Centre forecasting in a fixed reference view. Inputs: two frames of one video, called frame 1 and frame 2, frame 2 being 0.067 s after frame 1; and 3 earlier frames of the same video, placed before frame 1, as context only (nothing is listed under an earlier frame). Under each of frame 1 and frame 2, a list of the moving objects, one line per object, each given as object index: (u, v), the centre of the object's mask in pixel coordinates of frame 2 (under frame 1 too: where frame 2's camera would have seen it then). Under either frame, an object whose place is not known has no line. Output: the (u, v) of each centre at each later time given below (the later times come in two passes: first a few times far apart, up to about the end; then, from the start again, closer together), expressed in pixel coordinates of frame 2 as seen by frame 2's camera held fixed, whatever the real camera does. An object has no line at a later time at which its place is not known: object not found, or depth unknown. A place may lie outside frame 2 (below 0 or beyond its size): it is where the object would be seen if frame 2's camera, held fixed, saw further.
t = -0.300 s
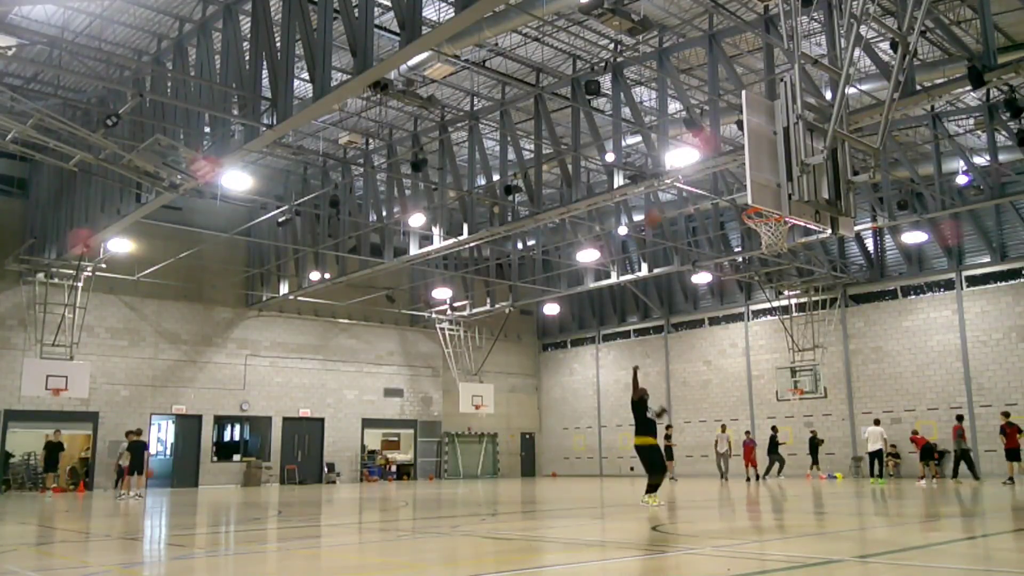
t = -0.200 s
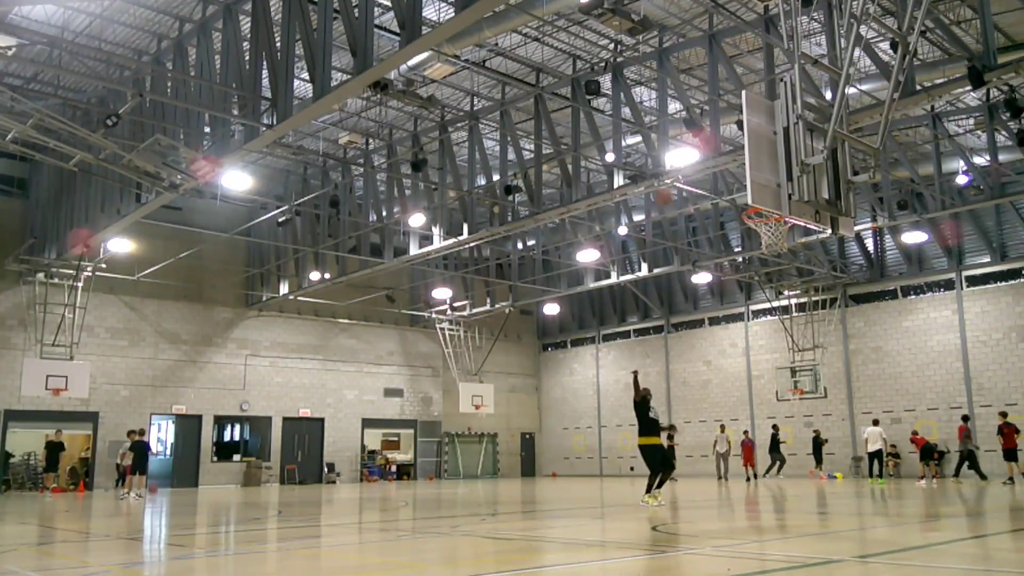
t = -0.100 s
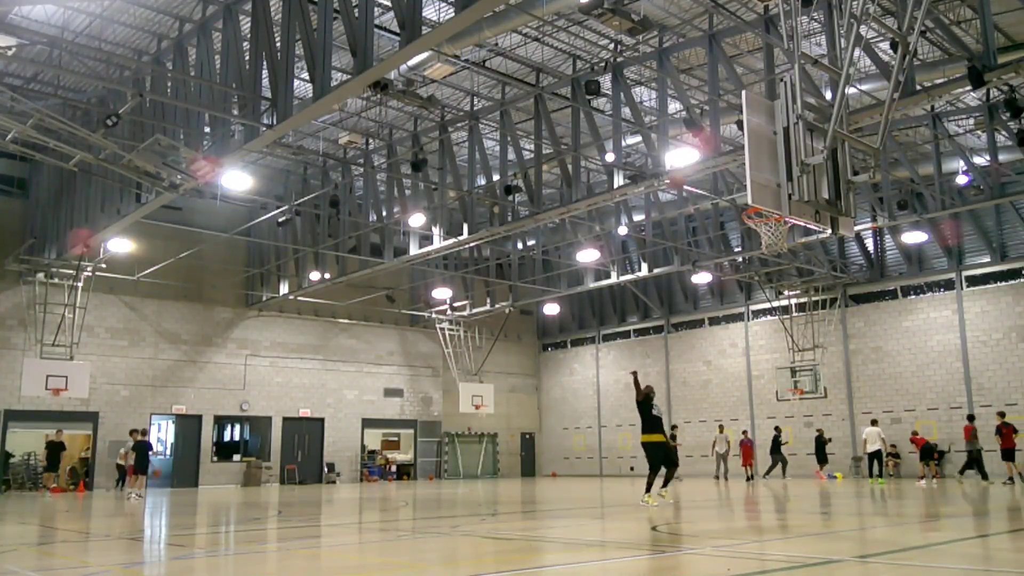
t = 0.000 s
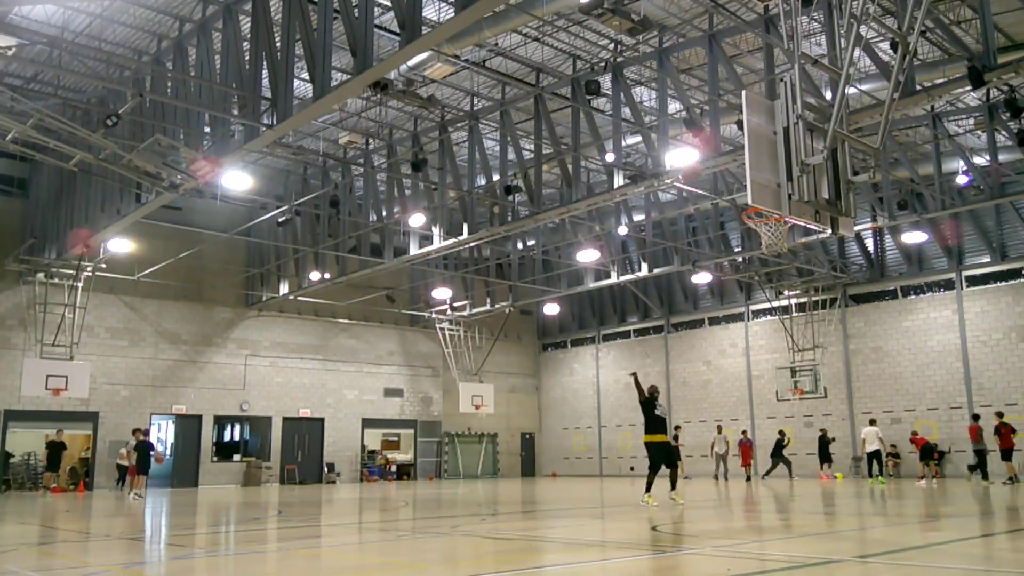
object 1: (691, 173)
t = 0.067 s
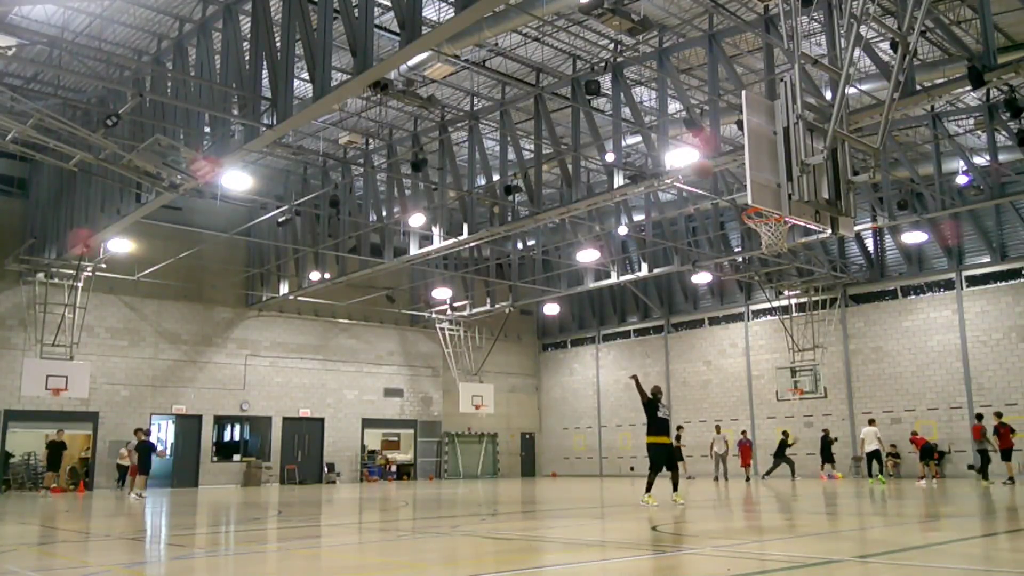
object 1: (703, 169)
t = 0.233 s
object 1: (733, 180)
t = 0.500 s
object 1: (781, 232)
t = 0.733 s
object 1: (802, 297)
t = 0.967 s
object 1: (829, 432)
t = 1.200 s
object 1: (835, 451)
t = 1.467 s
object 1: (819, 364)
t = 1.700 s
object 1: (812, 352)
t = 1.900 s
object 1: (808, 386)
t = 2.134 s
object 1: (810, 479)
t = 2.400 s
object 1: (802, 449)
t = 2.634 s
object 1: (796, 426)
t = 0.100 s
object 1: (708, 169)
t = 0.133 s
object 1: (714, 169)
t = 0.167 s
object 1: (720, 172)
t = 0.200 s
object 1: (726, 176)
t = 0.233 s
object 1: (733, 180)
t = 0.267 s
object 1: (737, 186)
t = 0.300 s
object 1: (741, 193)
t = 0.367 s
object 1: (766, 216)
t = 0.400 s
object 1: (773, 222)
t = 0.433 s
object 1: (776, 227)
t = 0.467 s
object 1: (779, 230)
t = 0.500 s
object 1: (781, 232)
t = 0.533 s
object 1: (784, 239)
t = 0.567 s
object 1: (787, 246)
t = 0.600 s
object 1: (789, 254)
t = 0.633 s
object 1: (793, 262)
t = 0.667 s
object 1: (795, 275)
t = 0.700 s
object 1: (798, 284)
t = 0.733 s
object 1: (802, 297)
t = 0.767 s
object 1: (805, 314)
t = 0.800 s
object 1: (808, 328)
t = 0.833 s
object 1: (812, 344)
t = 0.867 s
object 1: (817, 365)
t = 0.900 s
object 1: (820, 382)
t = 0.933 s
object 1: (825, 405)
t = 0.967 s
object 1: (829, 432)
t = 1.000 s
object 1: (833, 453)
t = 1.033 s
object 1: (838, 479)
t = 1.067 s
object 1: (843, 511)
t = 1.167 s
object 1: (838, 470)
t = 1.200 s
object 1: (835, 451)
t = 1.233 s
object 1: (833, 437)
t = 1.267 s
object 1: (831, 422)
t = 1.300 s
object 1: (828, 410)
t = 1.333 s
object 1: (826, 397)
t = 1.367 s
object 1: (825, 388)
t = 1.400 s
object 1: (823, 378)
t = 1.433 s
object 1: (821, 371)
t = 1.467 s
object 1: (819, 364)
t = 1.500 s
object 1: (818, 359)
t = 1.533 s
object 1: (817, 355)
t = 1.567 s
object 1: (815, 352)
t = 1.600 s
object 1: (814, 350)
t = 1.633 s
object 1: (813, 350)
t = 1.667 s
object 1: (812, 350)
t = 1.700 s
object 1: (812, 352)
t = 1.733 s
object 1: (811, 355)
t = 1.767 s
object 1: (810, 358)
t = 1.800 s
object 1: (809, 364)
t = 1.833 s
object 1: (810, 370)
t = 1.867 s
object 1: (809, 377)
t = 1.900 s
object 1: (808, 386)
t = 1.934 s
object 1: (808, 396)
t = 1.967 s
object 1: (809, 408)
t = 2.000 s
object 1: (808, 418)
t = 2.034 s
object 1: (809, 432)
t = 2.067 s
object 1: (809, 446)
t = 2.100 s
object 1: (809, 463)
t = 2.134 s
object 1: (810, 479)
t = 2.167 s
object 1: (810, 497)
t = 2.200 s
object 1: (811, 512)
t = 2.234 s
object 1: (809, 500)
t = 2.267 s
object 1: (807, 487)
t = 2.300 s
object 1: (806, 476)
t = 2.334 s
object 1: (804, 466)
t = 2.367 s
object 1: (803, 457)
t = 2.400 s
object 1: (802, 449)
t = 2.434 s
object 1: (801, 442)
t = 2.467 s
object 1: (800, 437)
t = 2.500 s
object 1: (799, 433)
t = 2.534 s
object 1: (798, 430)
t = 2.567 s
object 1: (798, 427)
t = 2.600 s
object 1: (797, 426)
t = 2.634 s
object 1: (796, 426)
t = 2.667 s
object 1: (795, 428)
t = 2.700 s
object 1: (795, 430)
